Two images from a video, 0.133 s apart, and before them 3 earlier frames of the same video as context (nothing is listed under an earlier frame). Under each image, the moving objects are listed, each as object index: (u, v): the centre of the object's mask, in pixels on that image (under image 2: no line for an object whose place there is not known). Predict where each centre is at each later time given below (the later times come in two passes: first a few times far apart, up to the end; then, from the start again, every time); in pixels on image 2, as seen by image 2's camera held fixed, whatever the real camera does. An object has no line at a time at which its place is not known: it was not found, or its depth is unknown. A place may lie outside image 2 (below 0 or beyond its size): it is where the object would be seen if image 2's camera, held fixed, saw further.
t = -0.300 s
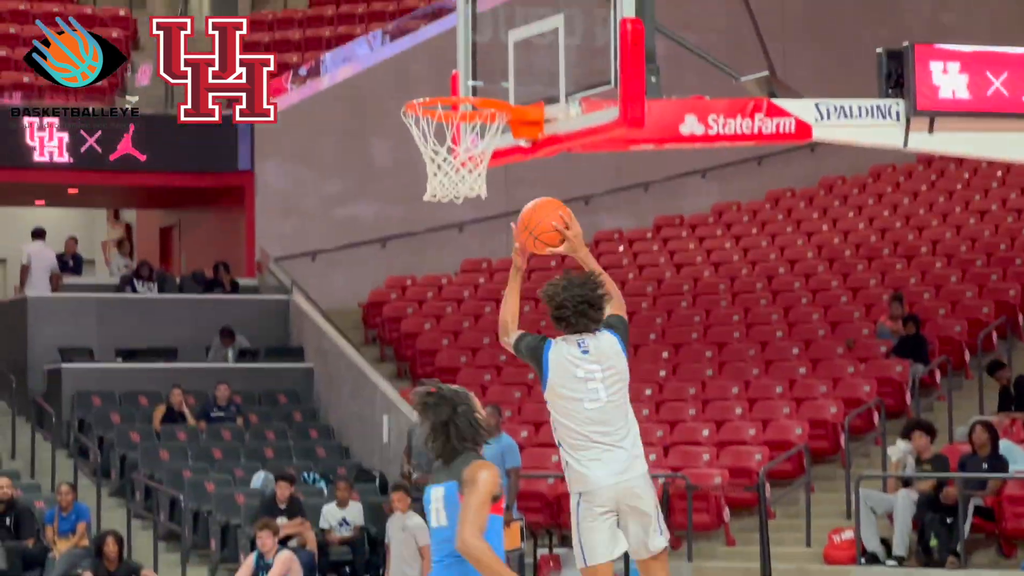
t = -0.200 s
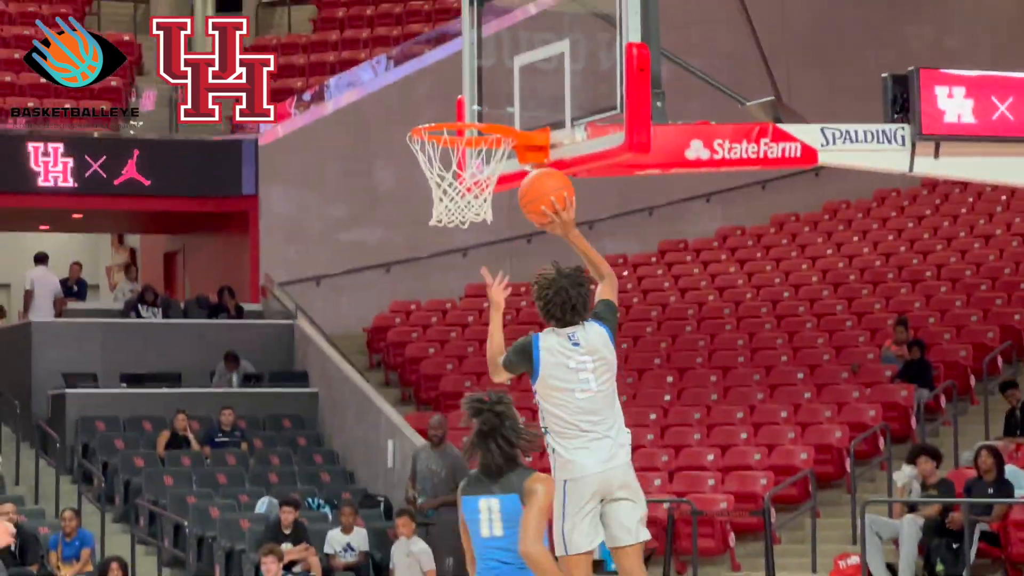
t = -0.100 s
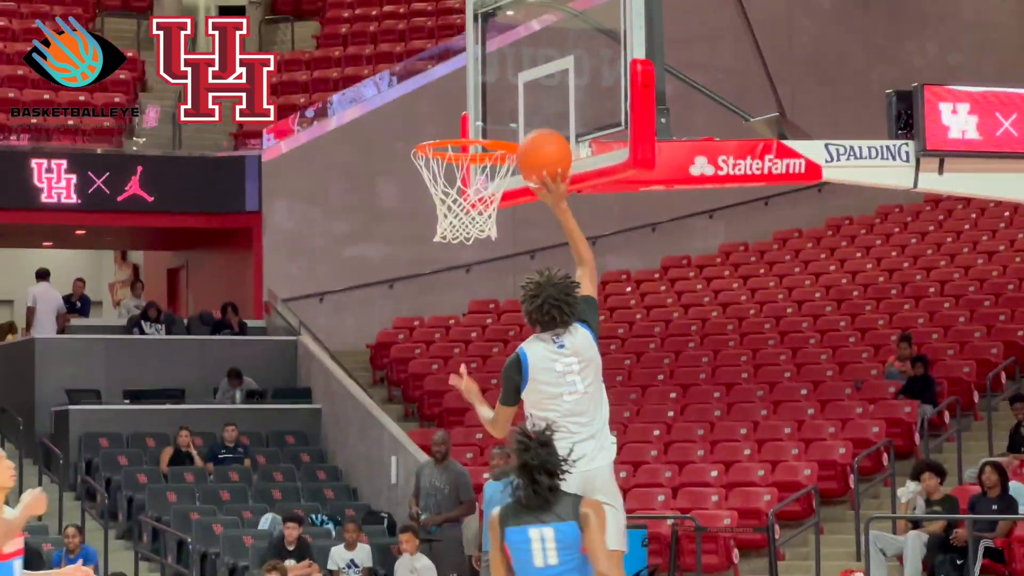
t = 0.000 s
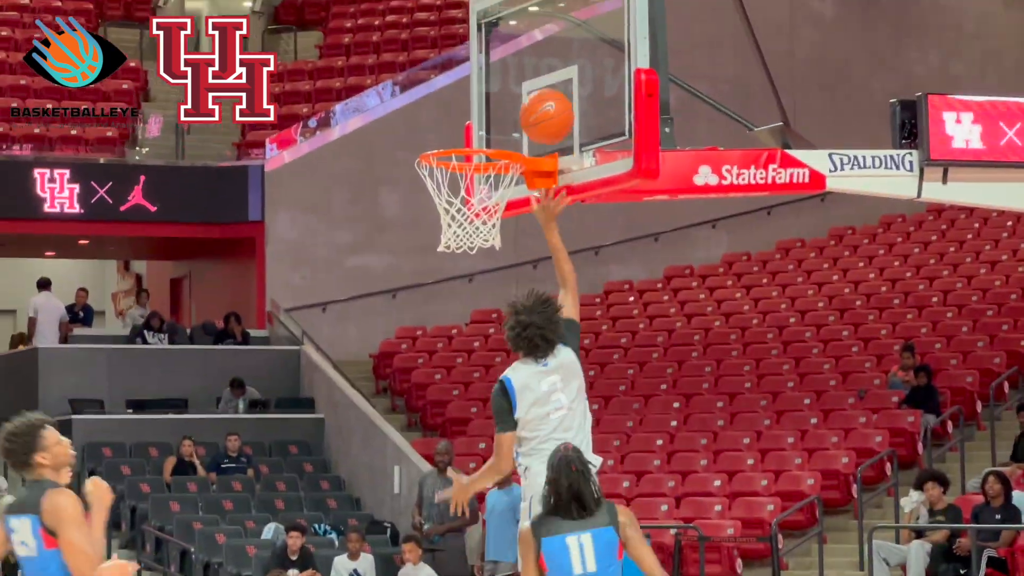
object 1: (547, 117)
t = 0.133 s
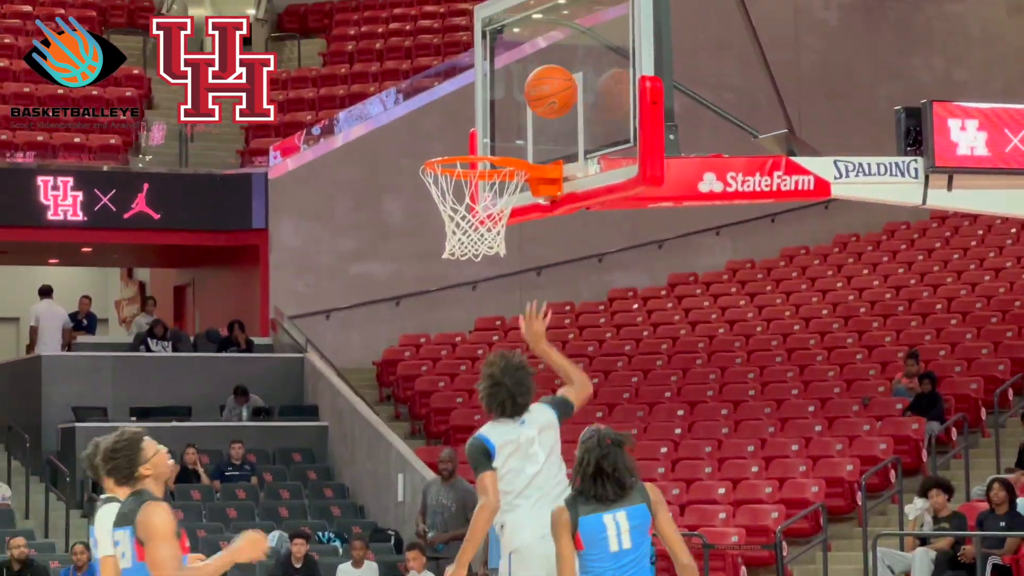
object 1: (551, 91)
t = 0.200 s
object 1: (550, 90)
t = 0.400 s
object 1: (501, 137)
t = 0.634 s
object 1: (441, 218)
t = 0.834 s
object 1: (462, 250)
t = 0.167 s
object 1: (551, 90)
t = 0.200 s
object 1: (550, 90)
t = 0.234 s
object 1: (542, 93)
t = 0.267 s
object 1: (533, 98)
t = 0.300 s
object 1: (525, 105)
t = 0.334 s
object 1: (517, 115)
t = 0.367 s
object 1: (508, 126)
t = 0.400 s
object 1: (501, 137)
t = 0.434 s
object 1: (492, 145)
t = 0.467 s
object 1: (482, 151)
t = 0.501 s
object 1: (468, 183)
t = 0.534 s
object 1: (459, 194)
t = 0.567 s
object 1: (449, 207)
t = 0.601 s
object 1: (444, 216)
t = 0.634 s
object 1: (441, 218)
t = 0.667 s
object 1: (443, 220)
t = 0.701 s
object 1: (446, 222)
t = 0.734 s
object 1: (451, 225)
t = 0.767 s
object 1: (455, 231)
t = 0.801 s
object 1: (457, 243)
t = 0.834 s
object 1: (462, 250)
